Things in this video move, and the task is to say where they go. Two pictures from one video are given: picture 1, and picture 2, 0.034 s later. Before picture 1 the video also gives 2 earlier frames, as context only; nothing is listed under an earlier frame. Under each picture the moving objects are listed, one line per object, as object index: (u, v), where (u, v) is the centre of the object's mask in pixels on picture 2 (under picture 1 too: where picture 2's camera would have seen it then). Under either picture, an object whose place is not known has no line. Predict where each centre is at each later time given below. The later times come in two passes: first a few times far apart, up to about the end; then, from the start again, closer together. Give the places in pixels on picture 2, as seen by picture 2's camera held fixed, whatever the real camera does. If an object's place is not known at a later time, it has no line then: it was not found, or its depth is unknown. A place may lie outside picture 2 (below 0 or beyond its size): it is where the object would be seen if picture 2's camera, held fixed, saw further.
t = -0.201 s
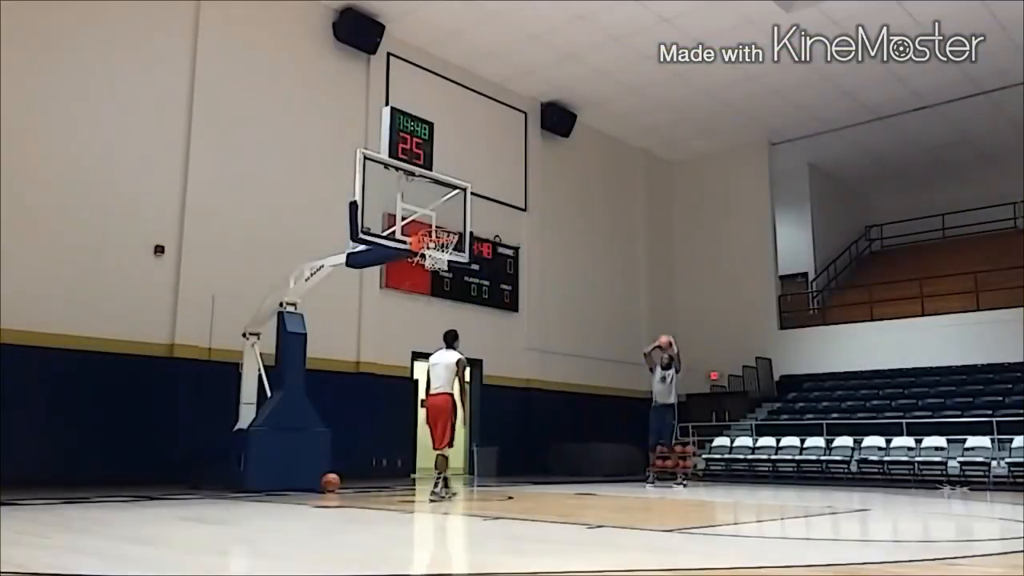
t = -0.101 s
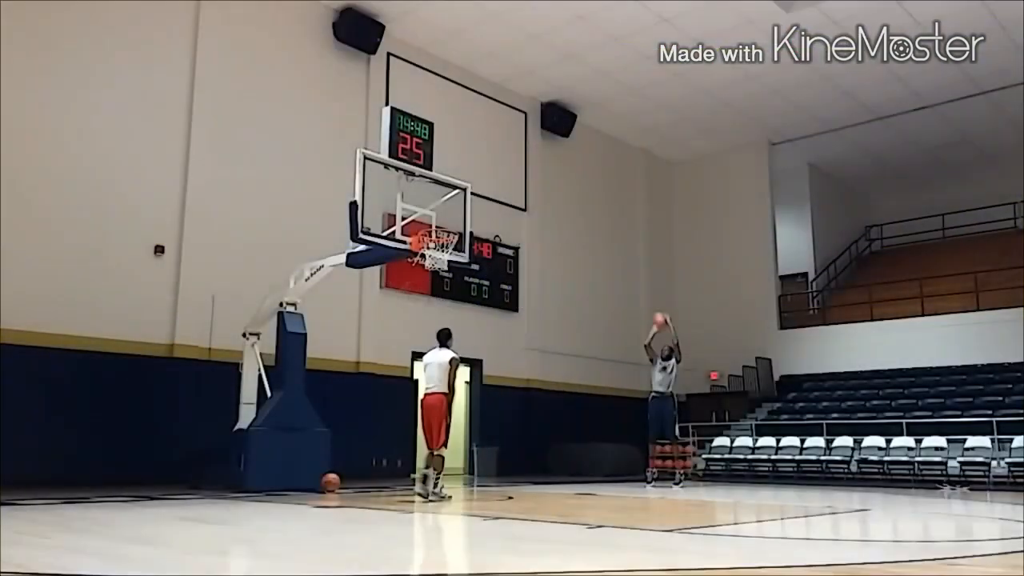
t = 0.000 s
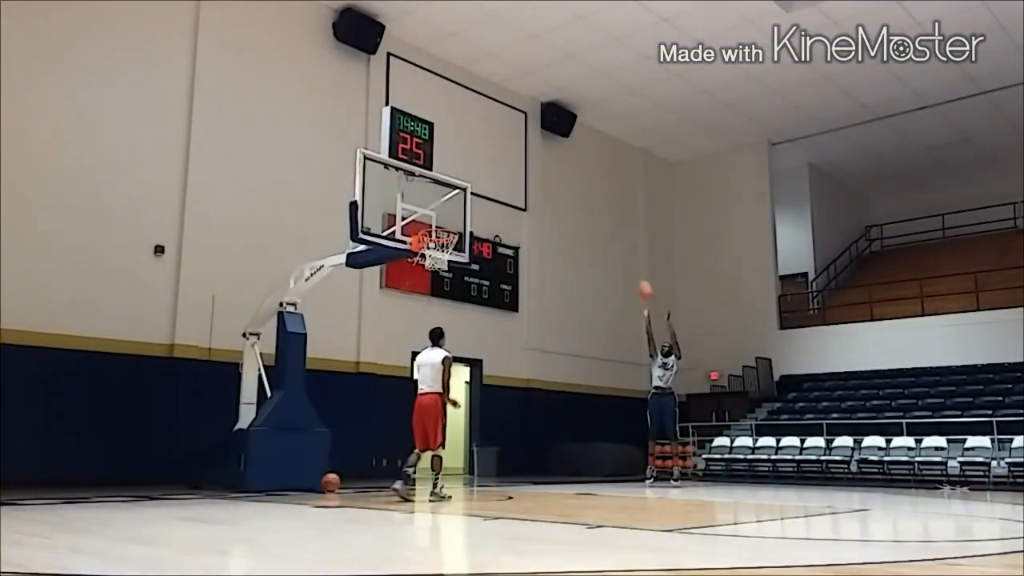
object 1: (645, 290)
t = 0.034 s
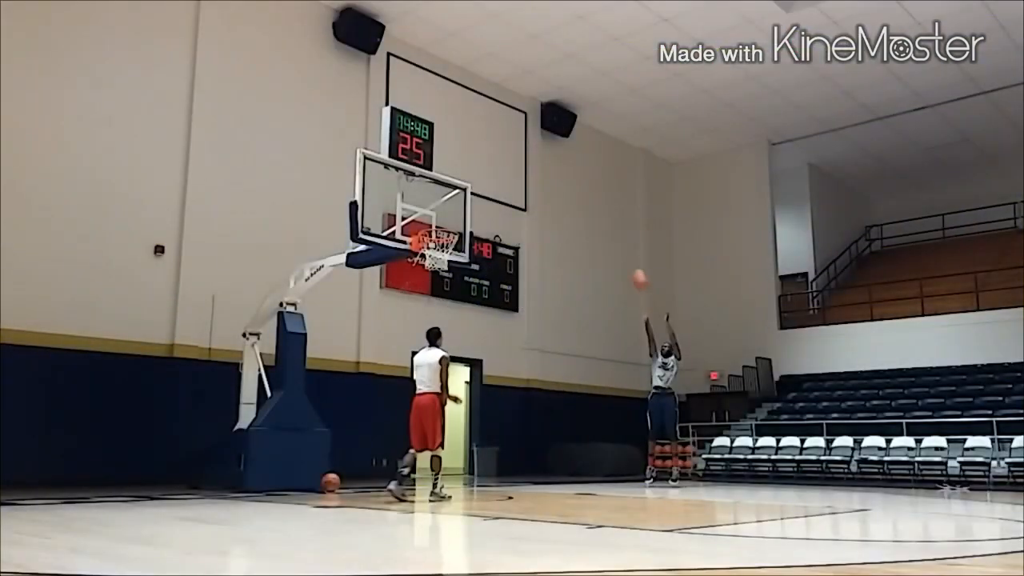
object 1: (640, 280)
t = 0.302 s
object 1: (591, 210)
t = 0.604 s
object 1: (531, 179)
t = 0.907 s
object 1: (458, 209)
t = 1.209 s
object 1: (437, 301)
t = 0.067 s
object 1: (634, 269)
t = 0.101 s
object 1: (629, 259)
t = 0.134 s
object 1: (622, 249)
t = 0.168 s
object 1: (616, 240)
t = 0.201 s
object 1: (611, 232)
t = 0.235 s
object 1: (604, 224)
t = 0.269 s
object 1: (598, 217)
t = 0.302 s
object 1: (591, 210)
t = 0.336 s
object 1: (585, 204)
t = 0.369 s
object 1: (579, 199)
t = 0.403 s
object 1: (572, 194)
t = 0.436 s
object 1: (566, 190)
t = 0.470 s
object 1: (559, 186)
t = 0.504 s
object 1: (552, 183)
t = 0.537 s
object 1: (545, 181)
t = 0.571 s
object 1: (538, 180)
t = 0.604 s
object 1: (531, 179)
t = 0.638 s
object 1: (523, 179)
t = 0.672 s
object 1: (515, 180)
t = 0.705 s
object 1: (508, 181)
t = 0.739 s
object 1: (501, 184)
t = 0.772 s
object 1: (492, 187)
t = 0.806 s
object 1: (484, 191)
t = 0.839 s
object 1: (476, 196)
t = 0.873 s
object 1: (467, 202)
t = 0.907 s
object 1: (458, 209)
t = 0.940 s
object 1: (450, 217)
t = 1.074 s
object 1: (432, 262)
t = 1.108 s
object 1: (433, 269)
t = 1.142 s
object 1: (434, 278)
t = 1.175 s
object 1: (435, 289)
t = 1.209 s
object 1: (437, 301)
